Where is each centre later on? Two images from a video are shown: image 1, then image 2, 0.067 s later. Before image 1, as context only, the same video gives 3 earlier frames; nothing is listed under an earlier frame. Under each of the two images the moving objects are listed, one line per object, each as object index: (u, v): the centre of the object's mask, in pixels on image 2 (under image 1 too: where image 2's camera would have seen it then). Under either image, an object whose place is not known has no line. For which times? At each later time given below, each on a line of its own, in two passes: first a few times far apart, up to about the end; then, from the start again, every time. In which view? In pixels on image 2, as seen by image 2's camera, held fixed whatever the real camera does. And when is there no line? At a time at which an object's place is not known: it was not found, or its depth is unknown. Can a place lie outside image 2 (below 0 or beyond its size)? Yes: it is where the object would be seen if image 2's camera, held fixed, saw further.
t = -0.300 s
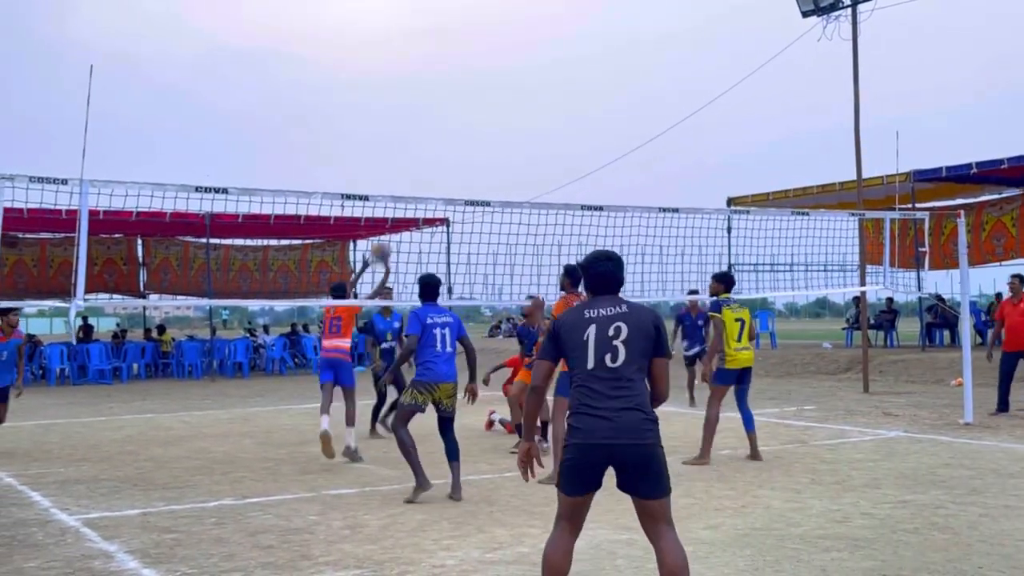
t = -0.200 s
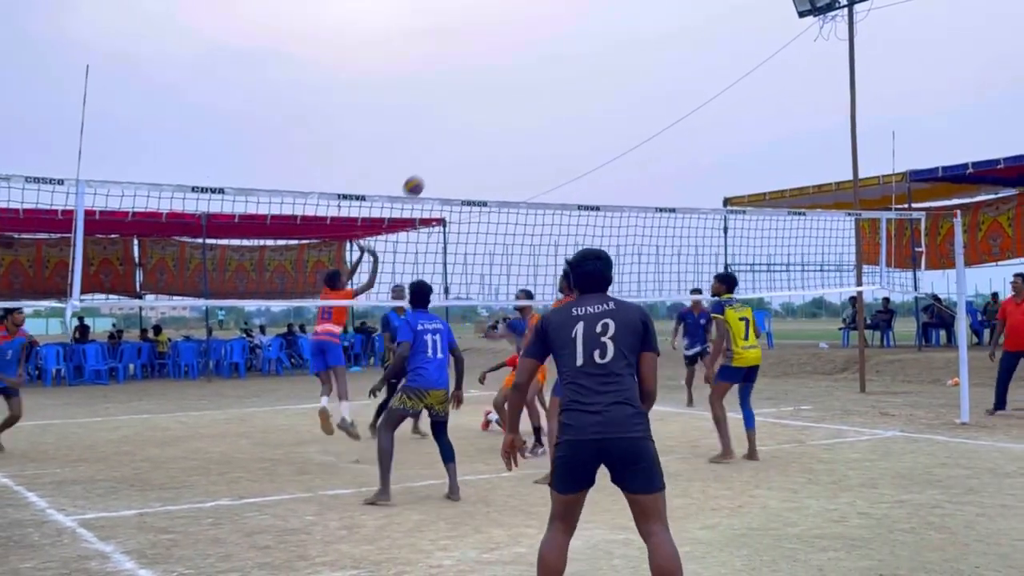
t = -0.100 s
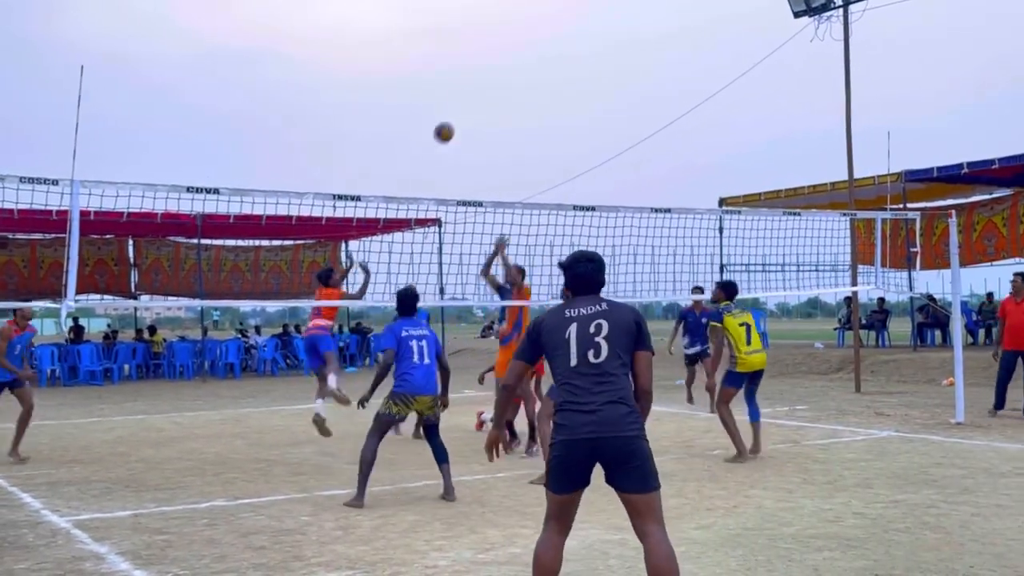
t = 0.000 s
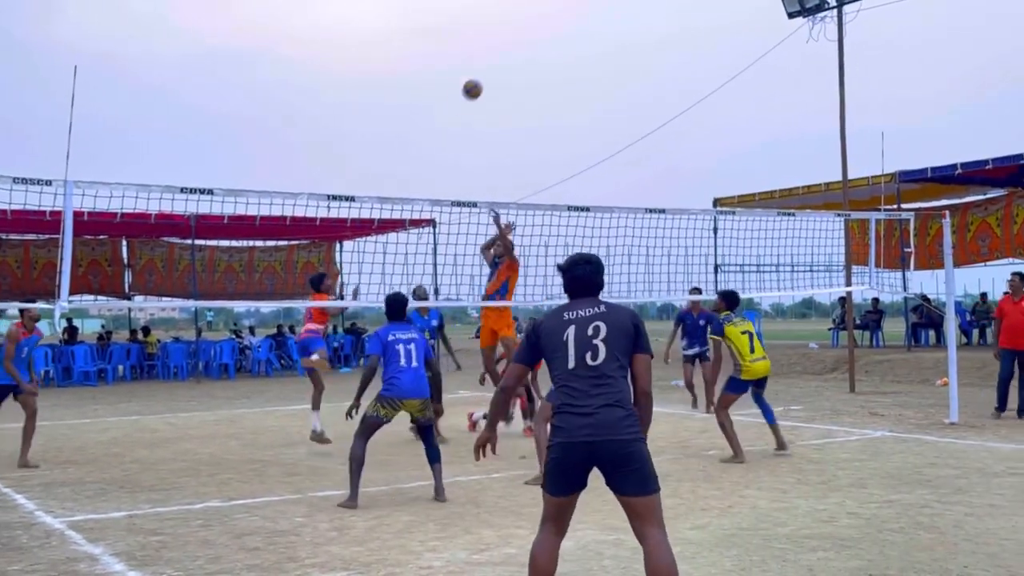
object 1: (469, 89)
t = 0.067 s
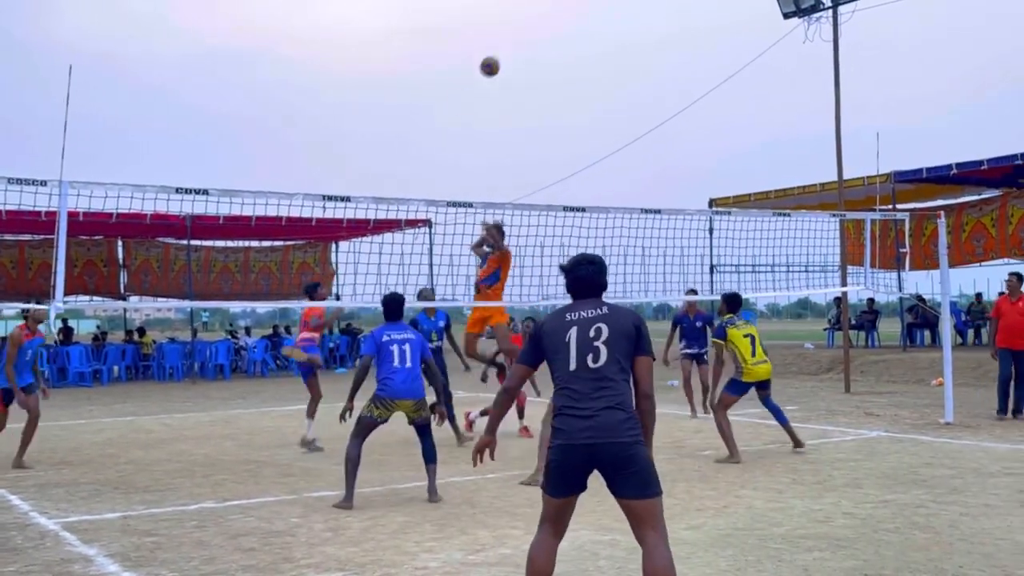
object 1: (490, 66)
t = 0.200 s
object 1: (530, 33)
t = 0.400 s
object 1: (585, 14)
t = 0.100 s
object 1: (500, 57)
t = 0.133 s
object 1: (510, 48)
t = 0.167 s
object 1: (521, 41)
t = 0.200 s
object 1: (530, 33)
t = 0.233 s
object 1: (540, 28)
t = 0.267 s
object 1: (549, 23)
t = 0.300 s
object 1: (559, 19)
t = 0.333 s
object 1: (568, 17)
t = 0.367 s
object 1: (577, 15)
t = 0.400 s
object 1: (585, 14)
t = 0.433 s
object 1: (594, 14)
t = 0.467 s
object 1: (603, 15)
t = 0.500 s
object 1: (612, 17)
